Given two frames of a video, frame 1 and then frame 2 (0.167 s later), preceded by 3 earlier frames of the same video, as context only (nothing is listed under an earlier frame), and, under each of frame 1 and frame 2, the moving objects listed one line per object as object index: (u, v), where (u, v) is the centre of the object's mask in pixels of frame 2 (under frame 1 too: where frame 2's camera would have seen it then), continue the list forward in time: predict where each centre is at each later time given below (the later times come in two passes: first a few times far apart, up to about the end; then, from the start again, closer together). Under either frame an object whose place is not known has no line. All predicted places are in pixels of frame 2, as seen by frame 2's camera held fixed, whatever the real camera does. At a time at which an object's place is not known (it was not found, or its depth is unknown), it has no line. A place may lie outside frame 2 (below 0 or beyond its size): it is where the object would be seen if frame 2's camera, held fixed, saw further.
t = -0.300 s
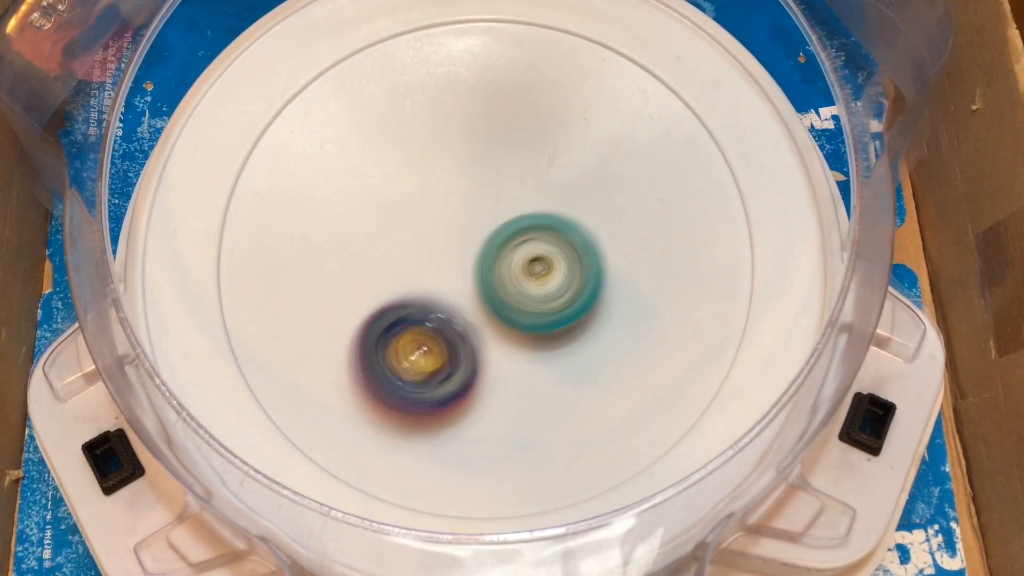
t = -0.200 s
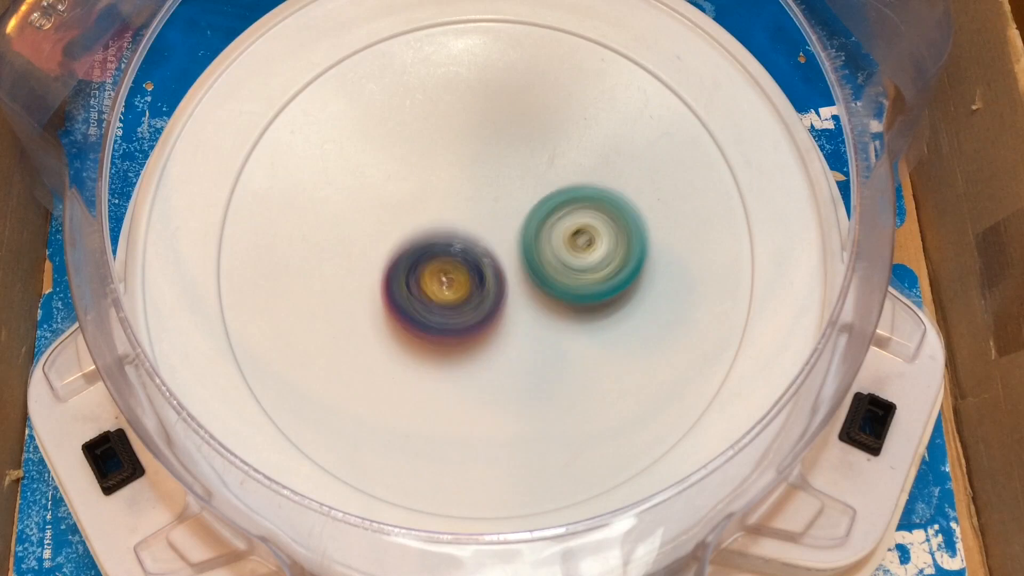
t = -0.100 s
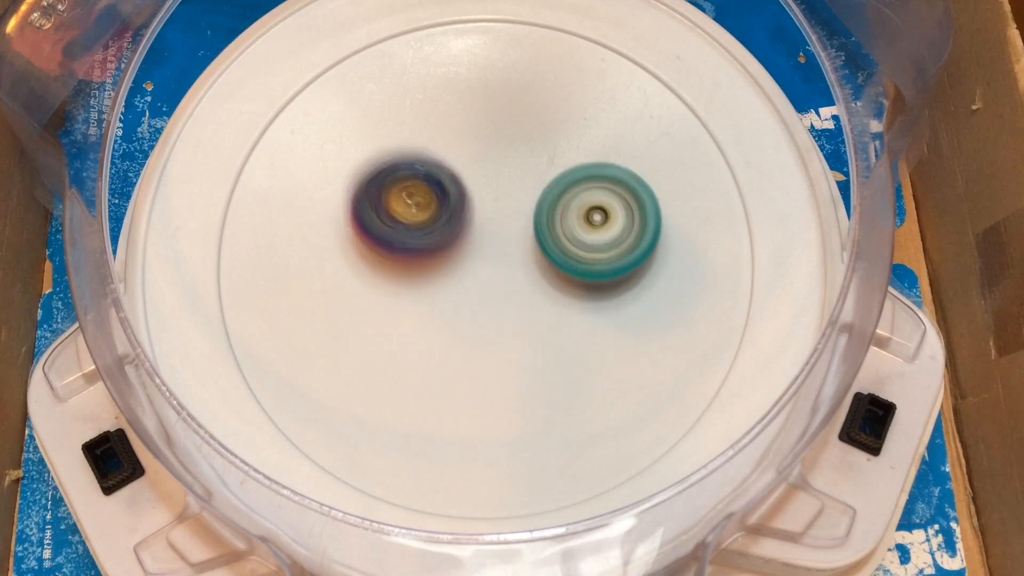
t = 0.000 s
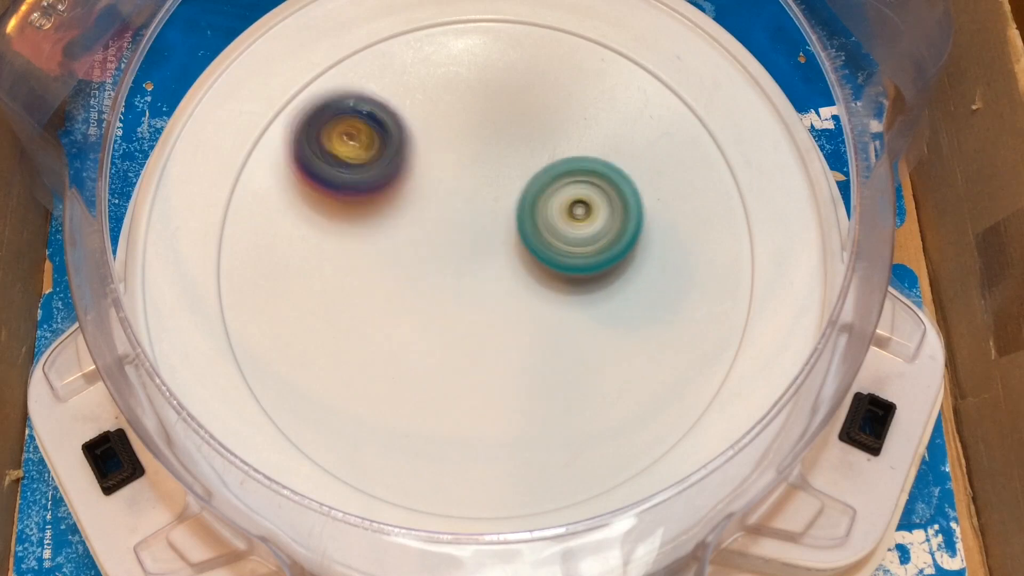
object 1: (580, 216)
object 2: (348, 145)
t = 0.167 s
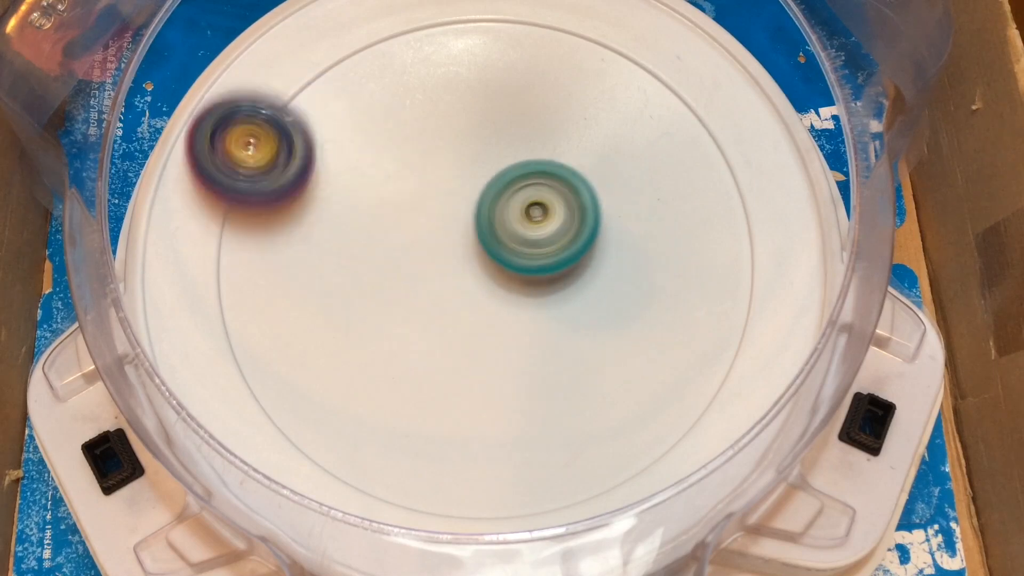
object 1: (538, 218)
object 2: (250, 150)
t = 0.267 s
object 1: (516, 222)
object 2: (250, 232)
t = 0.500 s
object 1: (549, 146)
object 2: (428, 442)
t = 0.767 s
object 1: (595, 91)
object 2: (612, 456)
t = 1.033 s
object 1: (413, 345)
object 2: (584, 127)
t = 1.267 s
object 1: (396, 374)
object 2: (278, 95)
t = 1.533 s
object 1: (500, 279)
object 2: (381, 418)
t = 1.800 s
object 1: (502, 123)
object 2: (701, 304)
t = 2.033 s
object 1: (443, 81)
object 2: (643, 78)
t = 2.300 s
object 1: (406, 241)
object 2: (343, 86)
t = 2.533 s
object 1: (518, 346)
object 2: (289, 350)
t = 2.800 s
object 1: (698, 194)
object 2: (593, 383)
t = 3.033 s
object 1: (602, 12)
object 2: (576, 261)
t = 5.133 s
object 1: (478, 224)
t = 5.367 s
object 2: (322, 176)
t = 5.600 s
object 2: (373, 94)
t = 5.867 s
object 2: (489, 89)
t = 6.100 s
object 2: (587, 134)
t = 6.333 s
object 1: (490, 235)
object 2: (612, 194)
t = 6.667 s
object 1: (410, 241)
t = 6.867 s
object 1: (416, 246)
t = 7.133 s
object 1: (408, 201)
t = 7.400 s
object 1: (454, 240)
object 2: (371, 345)
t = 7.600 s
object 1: (481, 279)
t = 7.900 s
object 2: (385, 190)
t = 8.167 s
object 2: (486, 158)
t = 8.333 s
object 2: (535, 196)
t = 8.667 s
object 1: (380, 281)
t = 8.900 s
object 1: (375, 276)
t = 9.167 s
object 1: (429, 199)
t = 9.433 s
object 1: (483, 163)
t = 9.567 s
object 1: (497, 177)
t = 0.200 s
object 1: (530, 220)
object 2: (248, 174)
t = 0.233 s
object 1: (522, 221)
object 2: (248, 201)
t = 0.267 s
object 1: (516, 222)
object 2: (250, 232)
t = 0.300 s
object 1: (509, 224)
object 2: (264, 266)
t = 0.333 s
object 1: (504, 225)
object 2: (294, 297)
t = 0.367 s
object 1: (499, 227)
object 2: (333, 318)
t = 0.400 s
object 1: (495, 228)
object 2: (375, 332)
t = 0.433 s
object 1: (492, 229)
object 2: (425, 336)
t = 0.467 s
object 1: (514, 198)
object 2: (433, 380)
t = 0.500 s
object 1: (549, 146)
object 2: (428, 442)
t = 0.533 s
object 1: (581, 95)
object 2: (430, 483)
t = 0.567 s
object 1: (610, 51)
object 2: (443, 489)
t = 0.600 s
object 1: (630, 28)
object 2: (458, 496)
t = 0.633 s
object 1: (641, 21)
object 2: (480, 498)
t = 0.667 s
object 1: (634, 29)
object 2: (508, 496)
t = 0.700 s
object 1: (625, 41)
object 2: (542, 490)
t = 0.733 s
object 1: (612, 61)
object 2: (580, 475)
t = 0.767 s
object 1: (595, 91)
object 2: (612, 456)
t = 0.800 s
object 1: (576, 125)
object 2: (645, 424)
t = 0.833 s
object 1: (555, 160)
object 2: (663, 381)
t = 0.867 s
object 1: (531, 195)
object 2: (672, 335)
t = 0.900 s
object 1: (507, 229)
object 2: (671, 285)
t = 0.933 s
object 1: (481, 264)
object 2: (660, 239)
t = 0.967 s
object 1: (457, 294)
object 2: (642, 196)
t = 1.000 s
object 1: (431, 323)
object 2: (615, 162)
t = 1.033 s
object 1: (413, 345)
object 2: (584, 127)
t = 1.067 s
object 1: (393, 365)
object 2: (542, 100)
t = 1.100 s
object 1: (380, 377)
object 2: (500, 79)
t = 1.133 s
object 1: (371, 385)
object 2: (455, 66)
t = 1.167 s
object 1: (370, 387)
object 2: (411, 61)
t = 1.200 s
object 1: (374, 386)
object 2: (366, 63)
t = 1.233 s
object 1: (383, 381)
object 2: (321, 75)
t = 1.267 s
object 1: (396, 374)
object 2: (278, 95)
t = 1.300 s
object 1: (410, 365)
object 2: (263, 136)
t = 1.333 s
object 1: (424, 354)
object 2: (255, 189)
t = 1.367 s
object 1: (437, 343)
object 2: (248, 240)
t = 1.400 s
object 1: (452, 329)
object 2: (248, 289)
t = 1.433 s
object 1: (464, 317)
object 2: (262, 335)
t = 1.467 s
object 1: (477, 304)
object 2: (292, 373)
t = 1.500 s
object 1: (489, 291)
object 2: (332, 402)
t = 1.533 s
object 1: (500, 279)
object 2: (381, 418)
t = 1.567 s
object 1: (509, 267)
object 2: (430, 422)
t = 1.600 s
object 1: (516, 258)
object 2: (482, 409)
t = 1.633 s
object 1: (523, 250)
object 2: (529, 391)
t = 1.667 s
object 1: (527, 245)
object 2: (571, 361)
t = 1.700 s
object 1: (527, 222)
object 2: (609, 349)
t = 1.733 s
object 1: (520, 185)
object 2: (649, 343)
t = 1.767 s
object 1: (511, 152)
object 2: (680, 326)
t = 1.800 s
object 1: (502, 123)
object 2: (701, 304)
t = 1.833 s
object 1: (494, 100)
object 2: (713, 274)
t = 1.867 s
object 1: (486, 82)
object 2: (719, 240)
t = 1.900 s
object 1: (476, 70)
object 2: (716, 206)
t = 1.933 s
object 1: (466, 66)
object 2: (709, 170)
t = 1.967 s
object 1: (458, 67)
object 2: (696, 139)
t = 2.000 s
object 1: (450, 72)
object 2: (673, 108)
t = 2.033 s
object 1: (443, 81)
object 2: (643, 78)
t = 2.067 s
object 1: (437, 92)
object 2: (607, 56)
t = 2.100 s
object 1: (432, 105)
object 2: (565, 44)
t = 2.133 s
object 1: (428, 121)
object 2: (521, 39)
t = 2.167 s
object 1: (422, 141)
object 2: (479, 40)
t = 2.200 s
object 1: (415, 167)
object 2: (443, 40)
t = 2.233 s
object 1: (409, 193)
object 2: (407, 46)
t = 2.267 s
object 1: (406, 217)
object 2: (373, 59)
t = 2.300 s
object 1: (406, 241)
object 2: (343, 86)
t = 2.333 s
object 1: (408, 262)
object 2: (318, 122)
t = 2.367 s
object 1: (410, 279)
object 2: (301, 161)
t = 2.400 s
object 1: (414, 294)
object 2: (294, 205)
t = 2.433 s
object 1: (420, 306)
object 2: (294, 251)
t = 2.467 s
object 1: (448, 324)
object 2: (284, 285)
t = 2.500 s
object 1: (482, 338)
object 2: (280, 317)
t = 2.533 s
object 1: (518, 346)
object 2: (289, 350)
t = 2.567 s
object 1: (553, 347)
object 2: (309, 380)
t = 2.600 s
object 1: (587, 341)
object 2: (339, 407)
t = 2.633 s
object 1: (620, 327)
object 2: (376, 427)
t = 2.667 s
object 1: (650, 307)
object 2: (424, 440)
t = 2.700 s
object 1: (673, 282)
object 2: (470, 442)
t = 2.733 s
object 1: (689, 253)
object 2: (516, 431)
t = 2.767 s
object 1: (697, 223)
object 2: (559, 410)
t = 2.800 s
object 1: (698, 194)
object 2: (593, 383)
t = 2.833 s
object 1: (696, 168)
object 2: (619, 350)
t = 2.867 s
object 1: (688, 141)
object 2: (636, 316)
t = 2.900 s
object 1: (674, 119)
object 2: (645, 278)
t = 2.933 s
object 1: (657, 101)
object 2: (647, 241)
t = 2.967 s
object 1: (639, 87)
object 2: (639, 208)
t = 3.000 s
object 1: (626, 39)
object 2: (610, 231)
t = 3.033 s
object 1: (602, 12)
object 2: (576, 261)
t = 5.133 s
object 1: (478, 224)
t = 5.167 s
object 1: (476, 228)
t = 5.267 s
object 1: (495, 231)
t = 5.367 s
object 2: (322, 176)
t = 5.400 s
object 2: (325, 163)
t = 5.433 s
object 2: (331, 149)
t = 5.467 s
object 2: (336, 135)
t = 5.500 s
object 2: (343, 123)
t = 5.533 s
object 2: (352, 111)
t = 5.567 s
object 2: (361, 101)
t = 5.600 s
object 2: (373, 94)
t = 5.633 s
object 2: (386, 87)
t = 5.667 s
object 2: (397, 82)
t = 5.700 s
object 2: (412, 78)
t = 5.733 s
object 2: (425, 77)
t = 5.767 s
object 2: (441, 78)
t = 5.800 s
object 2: (458, 82)
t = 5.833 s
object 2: (472, 84)
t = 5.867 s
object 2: (489, 89)
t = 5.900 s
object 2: (502, 94)
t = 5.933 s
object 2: (517, 103)
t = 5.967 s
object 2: (532, 110)
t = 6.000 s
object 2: (546, 117)
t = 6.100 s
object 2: (587, 134)
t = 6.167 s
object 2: (606, 146)
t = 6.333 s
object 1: (490, 235)
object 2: (612, 194)
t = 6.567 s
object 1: (408, 241)
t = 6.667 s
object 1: (410, 241)
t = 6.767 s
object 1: (413, 243)
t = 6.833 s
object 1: (416, 245)
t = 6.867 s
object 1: (416, 246)
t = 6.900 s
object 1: (417, 247)
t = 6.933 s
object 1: (415, 243)
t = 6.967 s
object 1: (407, 226)
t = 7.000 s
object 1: (402, 213)
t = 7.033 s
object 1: (401, 204)
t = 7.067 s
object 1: (402, 200)
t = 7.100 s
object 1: (406, 199)
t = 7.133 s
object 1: (408, 201)
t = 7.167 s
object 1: (412, 204)
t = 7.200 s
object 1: (415, 206)
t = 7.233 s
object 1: (420, 210)
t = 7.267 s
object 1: (426, 214)
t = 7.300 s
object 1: (433, 219)
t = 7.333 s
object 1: (441, 226)
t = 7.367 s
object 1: (448, 233)
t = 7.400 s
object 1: (454, 240)
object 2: (371, 345)
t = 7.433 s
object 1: (459, 247)
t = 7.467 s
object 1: (462, 254)
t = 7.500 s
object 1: (466, 260)
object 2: (353, 312)
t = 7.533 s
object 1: (474, 266)
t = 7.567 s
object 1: (479, 273)
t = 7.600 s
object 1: (481, 279)
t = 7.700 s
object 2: (333, 242)
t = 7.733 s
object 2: (337, 231)
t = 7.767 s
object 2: (343, 221)
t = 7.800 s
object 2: (353, 210)
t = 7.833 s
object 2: (362, 202)
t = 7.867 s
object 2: (373, 195)
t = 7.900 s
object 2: (385, 190)
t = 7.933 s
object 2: (398, 182)
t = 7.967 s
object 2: (412, 176)
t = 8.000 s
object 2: (426, 167)
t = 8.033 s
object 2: (439, 161)
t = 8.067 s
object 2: (452, 158)
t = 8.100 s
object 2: (463, 156)
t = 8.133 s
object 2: (474, 156)
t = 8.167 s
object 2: (486, 158)
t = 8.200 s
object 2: (500, 163)
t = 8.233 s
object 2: (509, 169)
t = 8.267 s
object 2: (520, 177)
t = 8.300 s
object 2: (528, 186)
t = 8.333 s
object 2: (535, 196)
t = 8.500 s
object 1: (437, 292)
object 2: (552, 251)
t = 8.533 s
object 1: (430, 289)
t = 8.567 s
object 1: (419, 286)
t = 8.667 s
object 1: (380, 281)
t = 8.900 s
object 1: (375, 276)
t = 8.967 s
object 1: (384, 263)
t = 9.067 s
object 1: (405, 230)
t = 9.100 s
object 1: (413, 219)
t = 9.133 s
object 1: (422, 208)
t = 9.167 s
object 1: (429, 199)
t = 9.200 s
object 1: (438, 190)
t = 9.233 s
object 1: (447, 182)
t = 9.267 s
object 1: (453, 174)
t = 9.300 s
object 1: (460, 170)
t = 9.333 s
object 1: (467, 165)
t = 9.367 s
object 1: (472, 163)
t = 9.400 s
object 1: (478, 163)
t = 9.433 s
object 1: (483, 163)
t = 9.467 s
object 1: (486, 166)
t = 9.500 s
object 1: (490, 168)
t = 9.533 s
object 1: (494, 171)
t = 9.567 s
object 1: (497, 177)
